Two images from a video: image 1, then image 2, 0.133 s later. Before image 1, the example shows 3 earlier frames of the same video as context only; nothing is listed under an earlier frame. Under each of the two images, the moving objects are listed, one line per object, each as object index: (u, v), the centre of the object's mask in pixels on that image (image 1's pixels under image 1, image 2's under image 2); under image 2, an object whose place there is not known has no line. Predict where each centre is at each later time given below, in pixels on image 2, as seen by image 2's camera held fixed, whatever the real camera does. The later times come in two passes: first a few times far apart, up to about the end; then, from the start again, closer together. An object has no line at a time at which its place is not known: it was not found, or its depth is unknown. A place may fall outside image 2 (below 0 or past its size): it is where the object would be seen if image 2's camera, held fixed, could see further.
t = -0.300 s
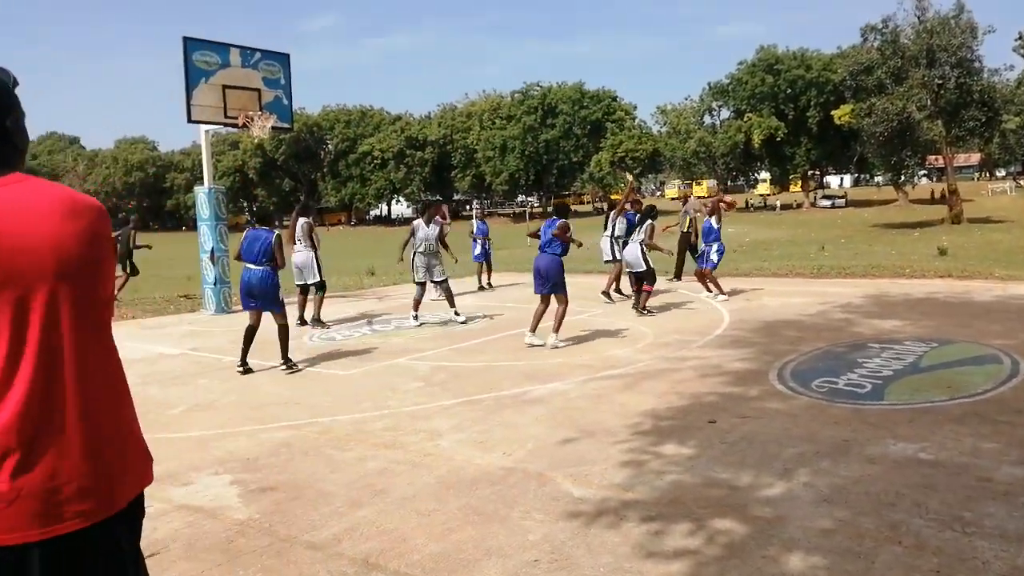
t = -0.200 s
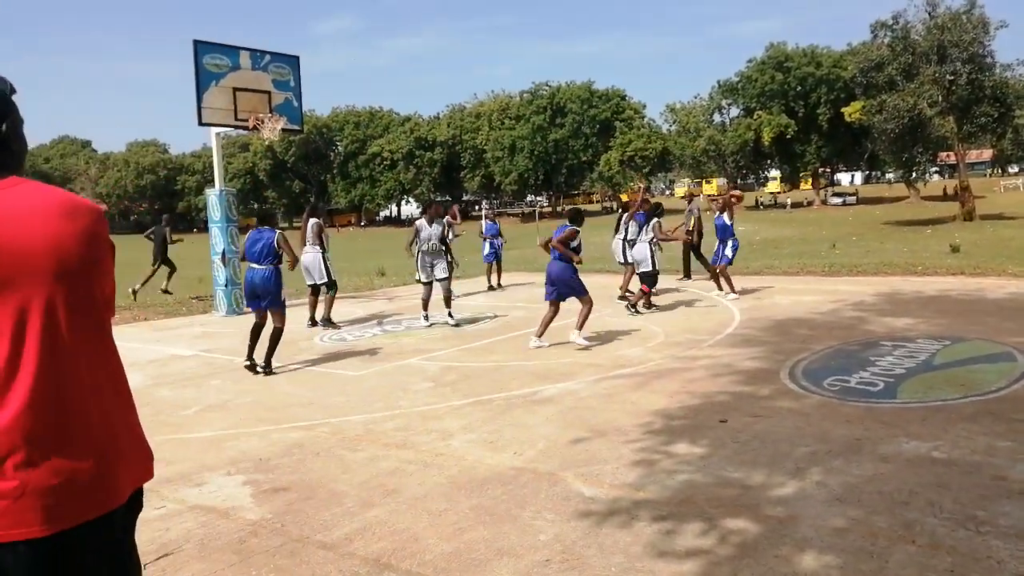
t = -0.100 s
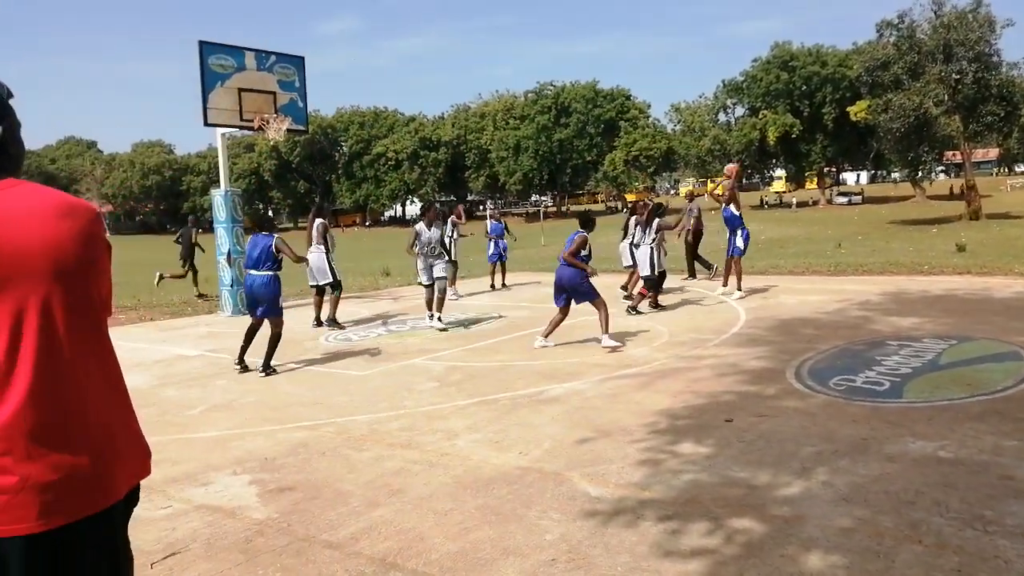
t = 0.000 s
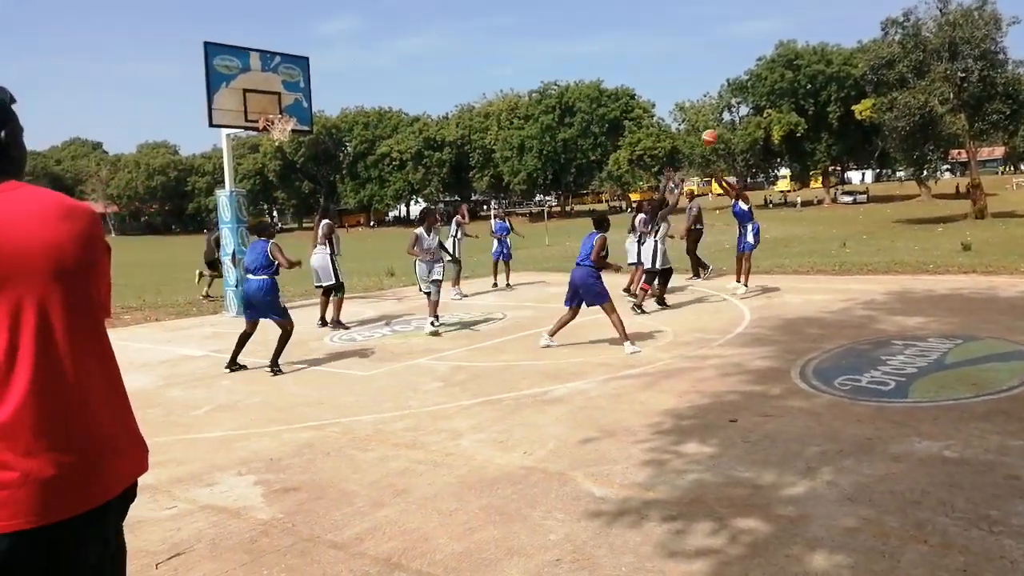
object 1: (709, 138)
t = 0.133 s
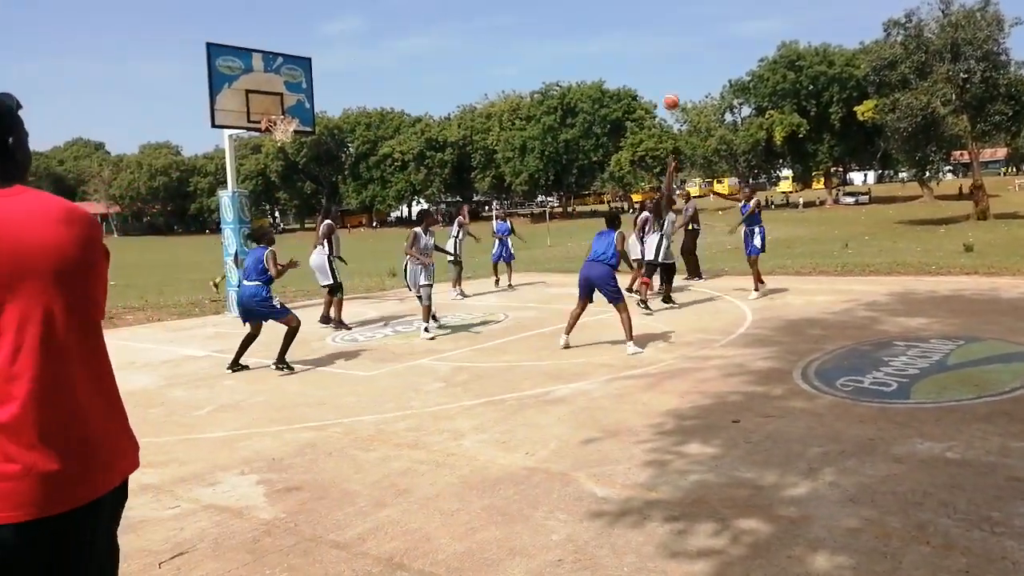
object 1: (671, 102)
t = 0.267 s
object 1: (627, 75)
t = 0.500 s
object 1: (539, 56)
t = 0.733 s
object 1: (440, 78)
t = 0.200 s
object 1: (649, 87)
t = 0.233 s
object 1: (638, 81)
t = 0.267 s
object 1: (627, 75)
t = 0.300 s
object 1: (615, 70)
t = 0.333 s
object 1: (603, 66)
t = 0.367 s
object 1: (590, 62)
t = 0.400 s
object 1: (578, 60)
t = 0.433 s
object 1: (566, 57)
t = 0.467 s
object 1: (553, 56)
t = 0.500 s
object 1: (539, 56)
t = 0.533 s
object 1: (526, 56)
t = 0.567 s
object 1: (512, 57)
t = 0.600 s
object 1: (498, 59)
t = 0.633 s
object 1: (484, 62)
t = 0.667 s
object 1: (470, 66)
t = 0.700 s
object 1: (455, 72)
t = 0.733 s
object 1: (440, 78)
